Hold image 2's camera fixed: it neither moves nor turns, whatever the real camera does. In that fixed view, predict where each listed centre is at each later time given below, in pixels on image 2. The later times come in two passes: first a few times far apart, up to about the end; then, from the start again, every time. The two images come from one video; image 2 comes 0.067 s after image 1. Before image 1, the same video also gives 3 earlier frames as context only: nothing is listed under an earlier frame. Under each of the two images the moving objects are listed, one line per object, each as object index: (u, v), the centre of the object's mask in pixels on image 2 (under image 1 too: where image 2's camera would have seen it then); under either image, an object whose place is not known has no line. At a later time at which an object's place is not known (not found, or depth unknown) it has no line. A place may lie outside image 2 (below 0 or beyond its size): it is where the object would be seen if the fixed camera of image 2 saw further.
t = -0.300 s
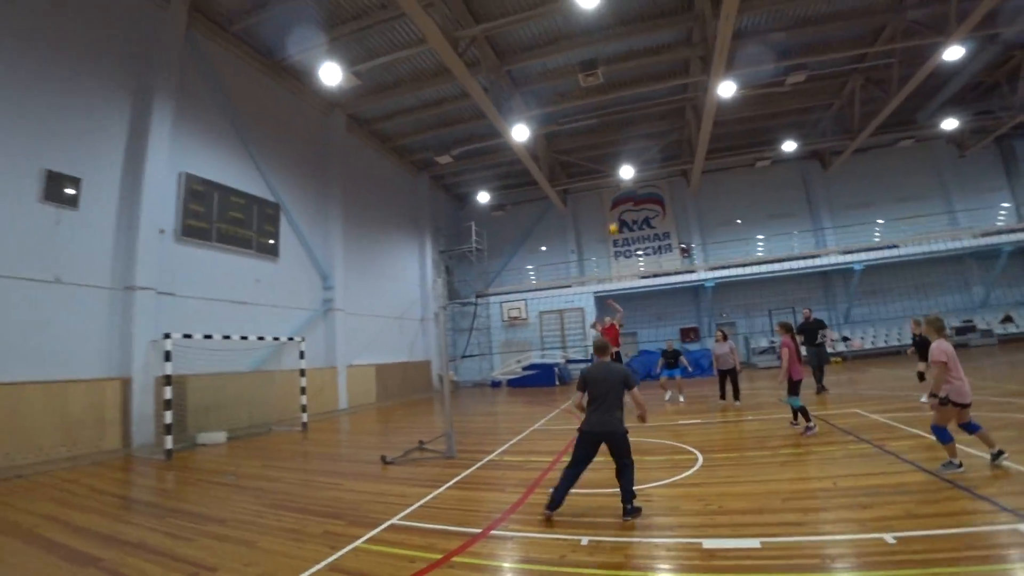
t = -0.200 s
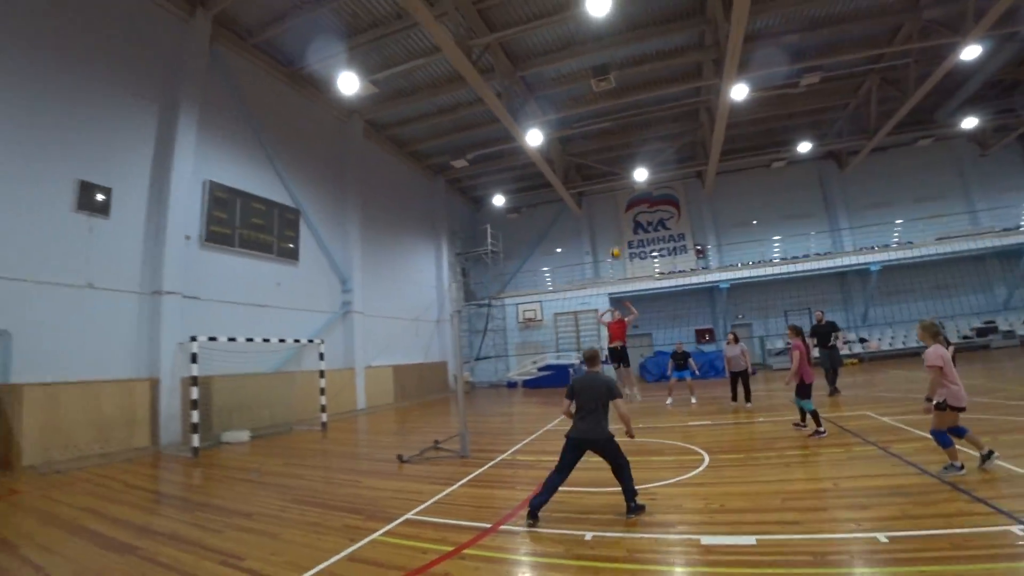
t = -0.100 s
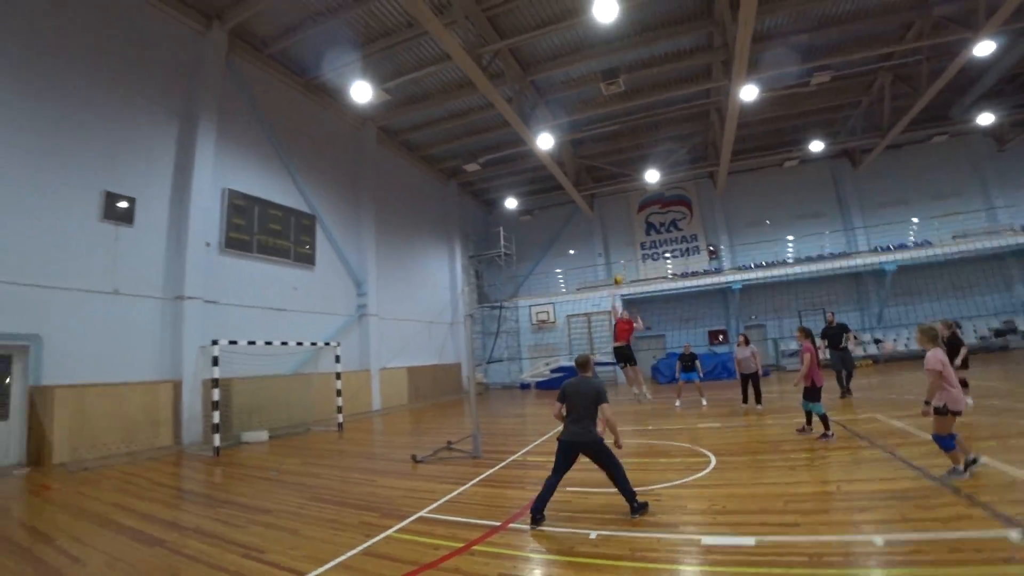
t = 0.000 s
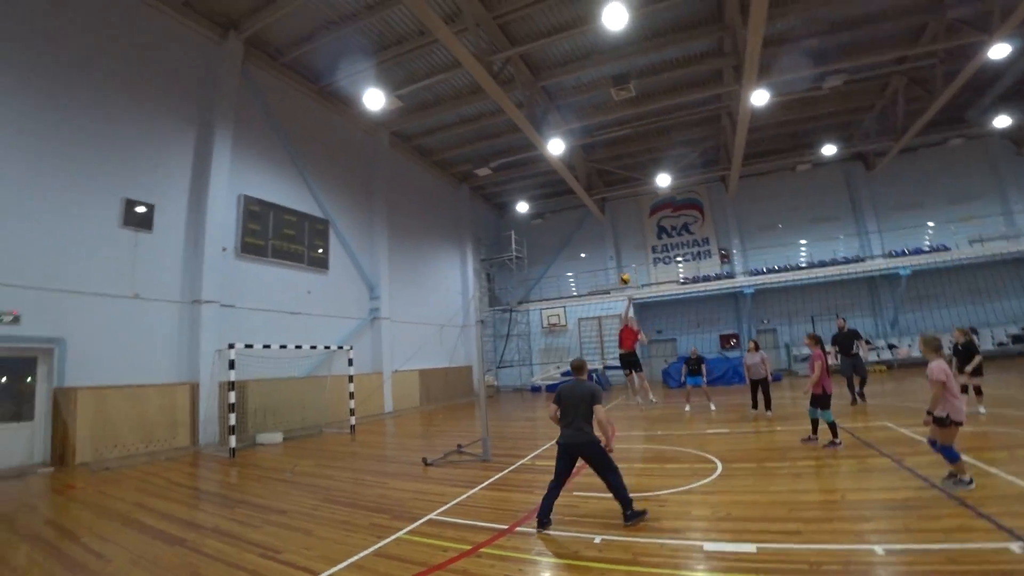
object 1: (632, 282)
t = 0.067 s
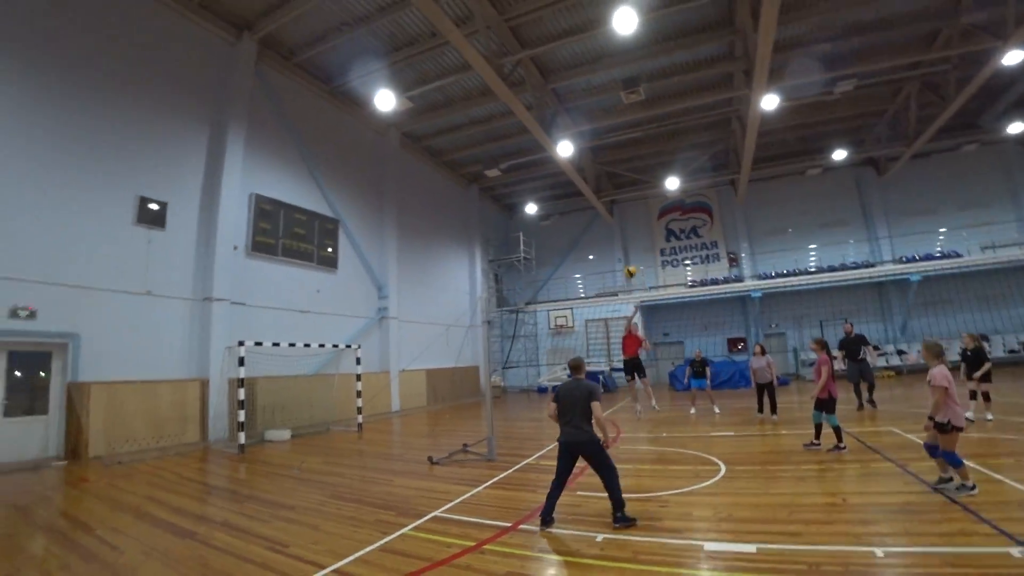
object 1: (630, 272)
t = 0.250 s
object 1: (623, 243)
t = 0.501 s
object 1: (625, 234)
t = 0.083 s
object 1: (630, 269)
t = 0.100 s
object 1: (628, 267)
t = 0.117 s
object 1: (628, 264)
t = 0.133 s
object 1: (627, 262)
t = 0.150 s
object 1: (627, 259)
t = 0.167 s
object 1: (626, 256)
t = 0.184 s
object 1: (625, 254)
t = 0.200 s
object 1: (625, 251)
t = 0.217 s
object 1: (625, 248)
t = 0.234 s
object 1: (623, 245)
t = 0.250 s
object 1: (623, 243)
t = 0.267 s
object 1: (622, 241)
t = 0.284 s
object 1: (621, 239)
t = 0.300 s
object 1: (621, 237)
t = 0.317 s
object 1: (621, 236)
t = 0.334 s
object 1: (620, 235)
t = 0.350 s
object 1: (619, 234)
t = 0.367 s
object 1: (618, 233)
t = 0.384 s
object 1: (618, 231)
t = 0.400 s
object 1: (618, 231)
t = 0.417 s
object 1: (619, 230)
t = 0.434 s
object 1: (619, 230)
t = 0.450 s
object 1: (621, 230)
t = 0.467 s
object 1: (622, 232)
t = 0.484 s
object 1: (624, 233)
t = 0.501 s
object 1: (625, 234)
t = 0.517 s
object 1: (626, 234)
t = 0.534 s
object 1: (627, 234)
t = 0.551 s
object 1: (629, 237)
